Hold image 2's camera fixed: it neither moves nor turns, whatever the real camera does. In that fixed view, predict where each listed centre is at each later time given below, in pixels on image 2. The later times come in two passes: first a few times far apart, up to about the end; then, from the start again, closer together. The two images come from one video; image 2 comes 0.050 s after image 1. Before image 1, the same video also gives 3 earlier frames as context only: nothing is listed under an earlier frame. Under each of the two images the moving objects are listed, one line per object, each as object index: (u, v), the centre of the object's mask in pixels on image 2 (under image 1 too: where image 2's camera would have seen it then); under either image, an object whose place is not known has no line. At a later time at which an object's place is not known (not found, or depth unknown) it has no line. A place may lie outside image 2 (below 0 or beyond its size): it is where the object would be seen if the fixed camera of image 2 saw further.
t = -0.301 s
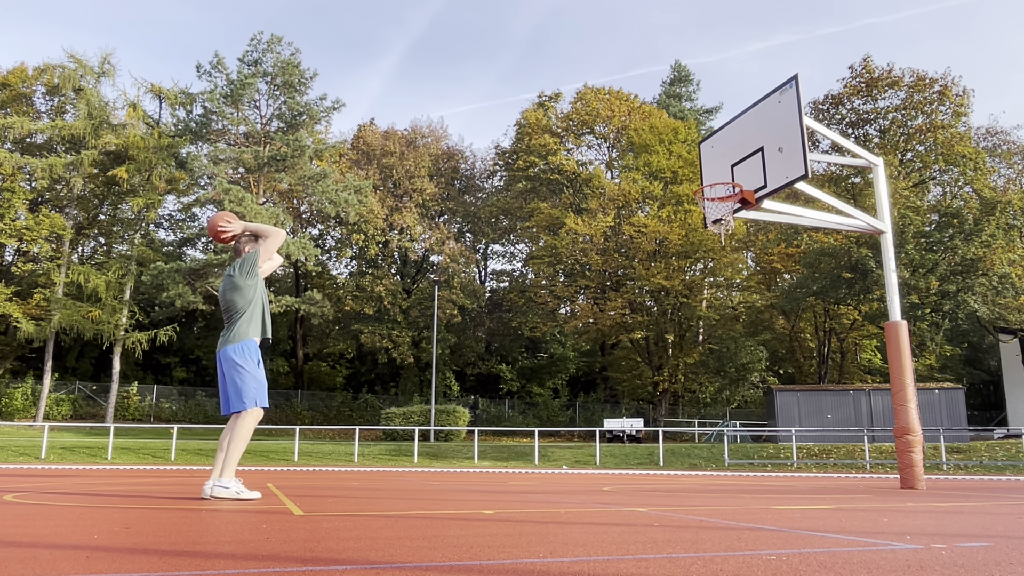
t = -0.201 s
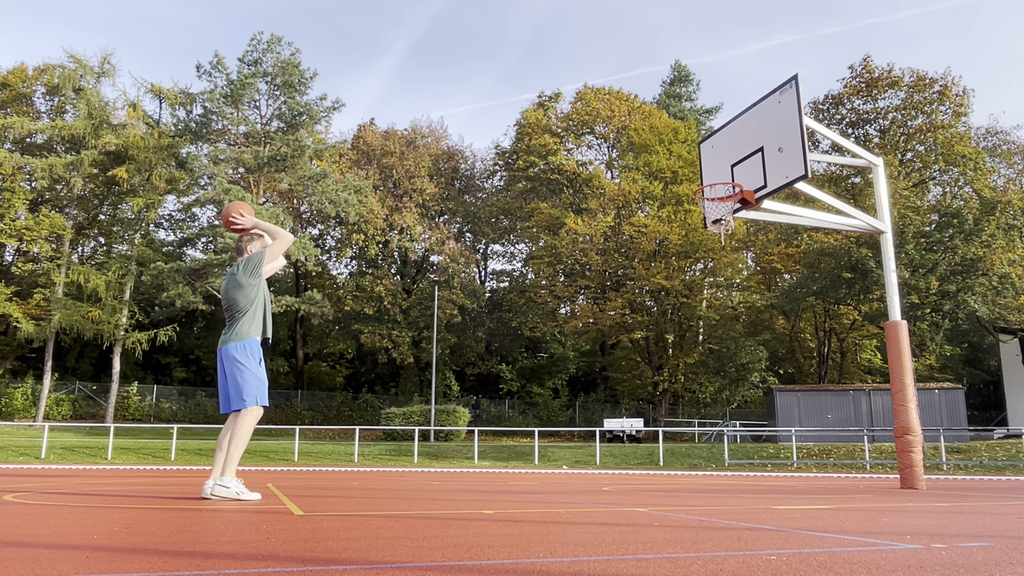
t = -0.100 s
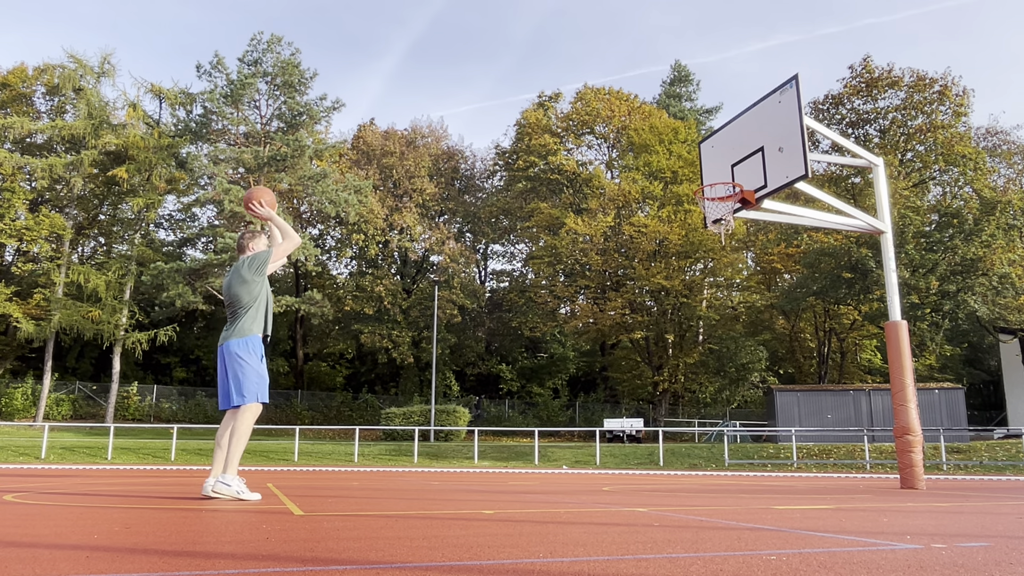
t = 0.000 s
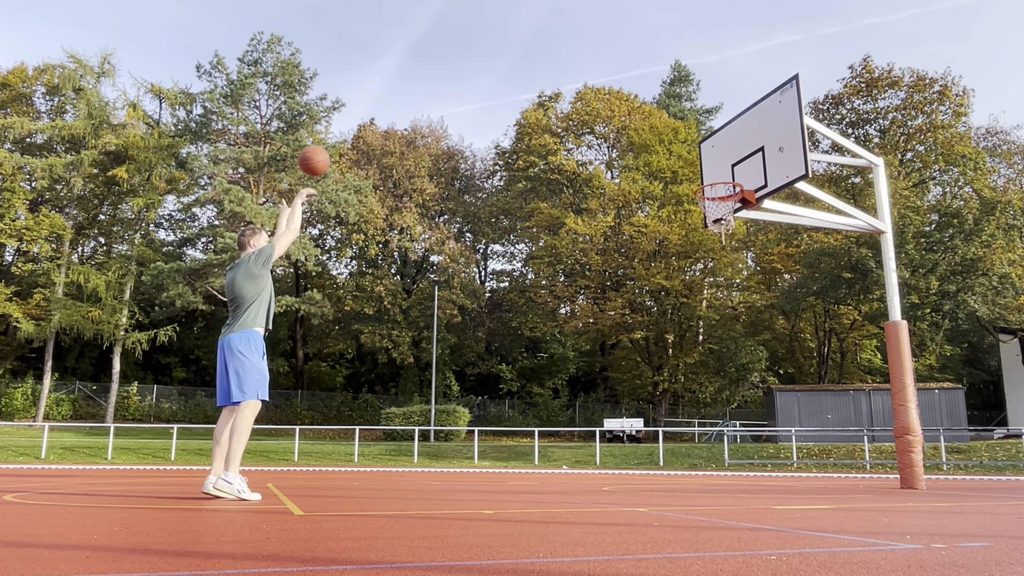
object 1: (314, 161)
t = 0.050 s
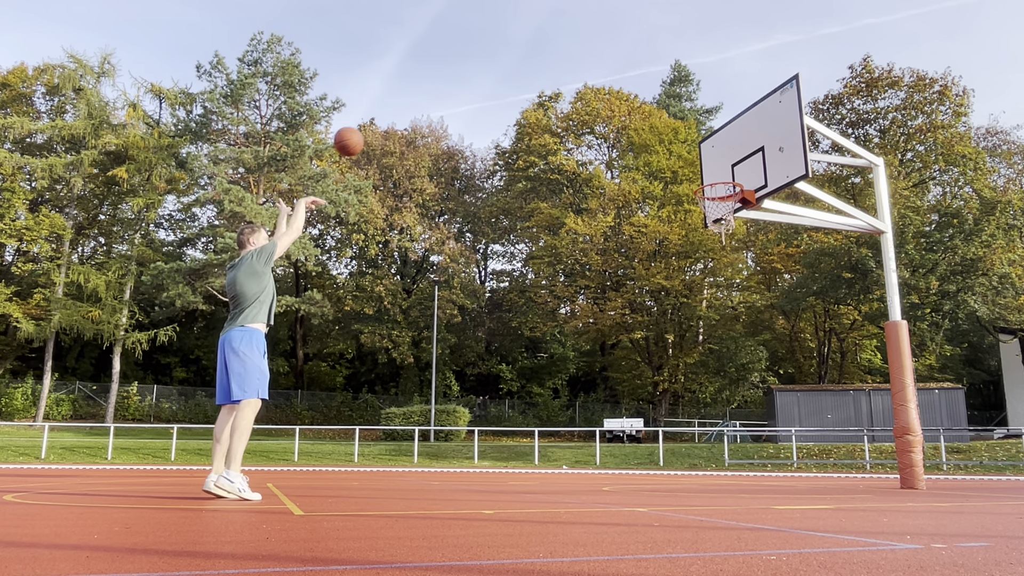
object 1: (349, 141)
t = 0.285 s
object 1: (487, 95)
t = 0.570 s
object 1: (624, 117)
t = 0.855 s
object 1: (727, 202)
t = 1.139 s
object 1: (687, 223)
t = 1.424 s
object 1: (660, 294)
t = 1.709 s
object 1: (633, 453)
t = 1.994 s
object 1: (625, 368)
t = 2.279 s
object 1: (621, 317)
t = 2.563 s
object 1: (620, 353)
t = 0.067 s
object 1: (360, 136)
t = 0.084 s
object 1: (370, 131)
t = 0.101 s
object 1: (381, 126)
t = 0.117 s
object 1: (392, 121)
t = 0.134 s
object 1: (402, 117)
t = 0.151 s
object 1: (412, 113)
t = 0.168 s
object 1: (422, 110)
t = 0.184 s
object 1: (432, 107)
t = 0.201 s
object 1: (441, 104)
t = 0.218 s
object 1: (451, 102)
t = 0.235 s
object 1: (460, 100)
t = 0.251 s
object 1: (470, 98)
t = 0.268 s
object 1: (479, 96)
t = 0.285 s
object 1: (487, 95)
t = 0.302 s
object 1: (496, 94)
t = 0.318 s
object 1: (505, 94)
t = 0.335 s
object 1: (513, 94)
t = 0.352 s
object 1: (522, 94)
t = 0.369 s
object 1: (531, 94)
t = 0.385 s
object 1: (539, 95)
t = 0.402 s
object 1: (547, 95)
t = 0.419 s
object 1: (555, 96)
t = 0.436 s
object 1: (563, 98)
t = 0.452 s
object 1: (571, 99)
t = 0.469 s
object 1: (579, 101)
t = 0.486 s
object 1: (586, 103)
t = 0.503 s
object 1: (594, 106)
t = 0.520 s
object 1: (602, 108)
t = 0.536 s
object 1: (609, 110)
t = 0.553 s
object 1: (617, 114)
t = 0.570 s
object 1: (624, 117)
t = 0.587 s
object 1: (631, 120)
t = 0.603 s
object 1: (639, 124)
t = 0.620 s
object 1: (646, 128)
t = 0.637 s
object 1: (653, 132)
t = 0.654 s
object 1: (660, 136)
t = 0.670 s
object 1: (667, 141)
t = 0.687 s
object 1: (674, 146)
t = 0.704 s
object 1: (681, 151)
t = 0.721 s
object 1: (687, 156)
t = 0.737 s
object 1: (694, 161)
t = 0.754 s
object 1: (700, 167)
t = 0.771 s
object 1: (707, 173)
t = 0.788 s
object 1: (714, 177)
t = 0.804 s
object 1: (721, 186)
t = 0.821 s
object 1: (728, 192)
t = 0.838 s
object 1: (729, 196)
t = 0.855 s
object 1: (727, 202)
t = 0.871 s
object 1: (721, 209)
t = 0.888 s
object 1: (718, 216)
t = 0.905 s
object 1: (714, 219)
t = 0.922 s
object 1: (711, 220)
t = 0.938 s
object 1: (709, 219)
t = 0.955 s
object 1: (706, 217)
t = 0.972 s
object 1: (704, 218)
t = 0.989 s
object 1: (701, 215)
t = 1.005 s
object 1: (701, 218)
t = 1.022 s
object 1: (699, 218)
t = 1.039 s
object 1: (697, 217)
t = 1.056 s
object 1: (696, 217)
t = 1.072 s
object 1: (694, 217)
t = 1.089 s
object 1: (692, 218)
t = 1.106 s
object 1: (691, 220)
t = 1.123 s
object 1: (689, 221)
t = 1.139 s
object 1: (687, 223)
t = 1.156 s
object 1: (686, 225)
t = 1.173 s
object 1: (684, 227)
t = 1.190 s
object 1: (683, 230)
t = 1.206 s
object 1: (681, 233)
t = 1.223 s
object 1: (680, 235)
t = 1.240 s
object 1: (678, 239)
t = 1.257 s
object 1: (676, 243)
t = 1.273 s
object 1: (674, 247)
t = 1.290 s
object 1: (673, 251)
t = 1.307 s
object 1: (671, 255)
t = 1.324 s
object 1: (669, 260)
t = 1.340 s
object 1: (668, 265)
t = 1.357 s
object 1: (666, 270)
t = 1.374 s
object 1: (665, 276)
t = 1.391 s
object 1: (663, 282)
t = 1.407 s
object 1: (662, 288)
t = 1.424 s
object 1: (660, 294)
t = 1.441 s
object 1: (659, 301)
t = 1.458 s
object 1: (657, 308)
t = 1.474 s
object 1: (656, 316)
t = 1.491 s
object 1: (654, 324)
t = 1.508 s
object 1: (652, 332)
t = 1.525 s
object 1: (651, 340)
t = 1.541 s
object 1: (649, 349)
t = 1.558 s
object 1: (648, 358)
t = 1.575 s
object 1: (646, 367)
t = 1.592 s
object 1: (644, 377)
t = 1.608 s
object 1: (643, 387)
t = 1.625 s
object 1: (641, 397)
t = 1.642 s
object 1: (639, 407)
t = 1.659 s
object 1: (638, 418)
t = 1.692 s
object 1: (635, 441)
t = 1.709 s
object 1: (633, 453)
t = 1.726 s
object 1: (631, 465)
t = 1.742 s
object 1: (629, 478)
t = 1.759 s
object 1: (629, 472)
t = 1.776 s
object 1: (629, 463)
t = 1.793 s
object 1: (628, 454)
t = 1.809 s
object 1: (628, 445)
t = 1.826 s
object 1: (628, 437)
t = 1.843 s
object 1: (627, 429)
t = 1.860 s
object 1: (627, 420)
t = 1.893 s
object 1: (626, 405)
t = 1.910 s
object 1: (626, 399)
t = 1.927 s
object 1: (626, 392)
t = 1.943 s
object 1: (626, 385)
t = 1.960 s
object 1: (625, 379)
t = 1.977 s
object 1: (625, 373)
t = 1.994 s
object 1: (625, 368)
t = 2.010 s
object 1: (625, 362)
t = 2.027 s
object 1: (624, 358)
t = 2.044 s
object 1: (624, 353)
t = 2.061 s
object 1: (624, 348)
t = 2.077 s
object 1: (623, 344)
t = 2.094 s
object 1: (623, 340)
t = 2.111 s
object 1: (623, 336)
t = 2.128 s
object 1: (623, 333)
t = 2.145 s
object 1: (623, 330)
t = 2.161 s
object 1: (623, 328)
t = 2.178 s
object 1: (622, 325)
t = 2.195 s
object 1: (622, 323)
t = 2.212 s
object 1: (622, 321)
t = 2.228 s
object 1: (622, 320)
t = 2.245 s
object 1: (622, 319)
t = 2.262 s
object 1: (622, 318)
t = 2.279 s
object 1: (621, 317)
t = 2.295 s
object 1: (621, 317)
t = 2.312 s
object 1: (621, 317)
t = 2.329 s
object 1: (621, 317)
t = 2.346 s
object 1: (621, 317)
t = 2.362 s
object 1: (621, 318)
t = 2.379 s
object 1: (621, 319)
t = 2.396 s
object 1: (620, 321)
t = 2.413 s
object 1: (621, 323)
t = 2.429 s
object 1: (620, 324)
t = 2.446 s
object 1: (621, 327)
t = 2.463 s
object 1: (620, 330)
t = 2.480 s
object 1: (620, 333)
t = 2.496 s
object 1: (620, 336)
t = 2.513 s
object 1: (620, 340)
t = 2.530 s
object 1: (620, 344)
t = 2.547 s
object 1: (620, 348)
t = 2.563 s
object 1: (620, 353)
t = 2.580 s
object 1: (620, 358)
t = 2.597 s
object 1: (620, 364)
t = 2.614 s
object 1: (620, 369)
